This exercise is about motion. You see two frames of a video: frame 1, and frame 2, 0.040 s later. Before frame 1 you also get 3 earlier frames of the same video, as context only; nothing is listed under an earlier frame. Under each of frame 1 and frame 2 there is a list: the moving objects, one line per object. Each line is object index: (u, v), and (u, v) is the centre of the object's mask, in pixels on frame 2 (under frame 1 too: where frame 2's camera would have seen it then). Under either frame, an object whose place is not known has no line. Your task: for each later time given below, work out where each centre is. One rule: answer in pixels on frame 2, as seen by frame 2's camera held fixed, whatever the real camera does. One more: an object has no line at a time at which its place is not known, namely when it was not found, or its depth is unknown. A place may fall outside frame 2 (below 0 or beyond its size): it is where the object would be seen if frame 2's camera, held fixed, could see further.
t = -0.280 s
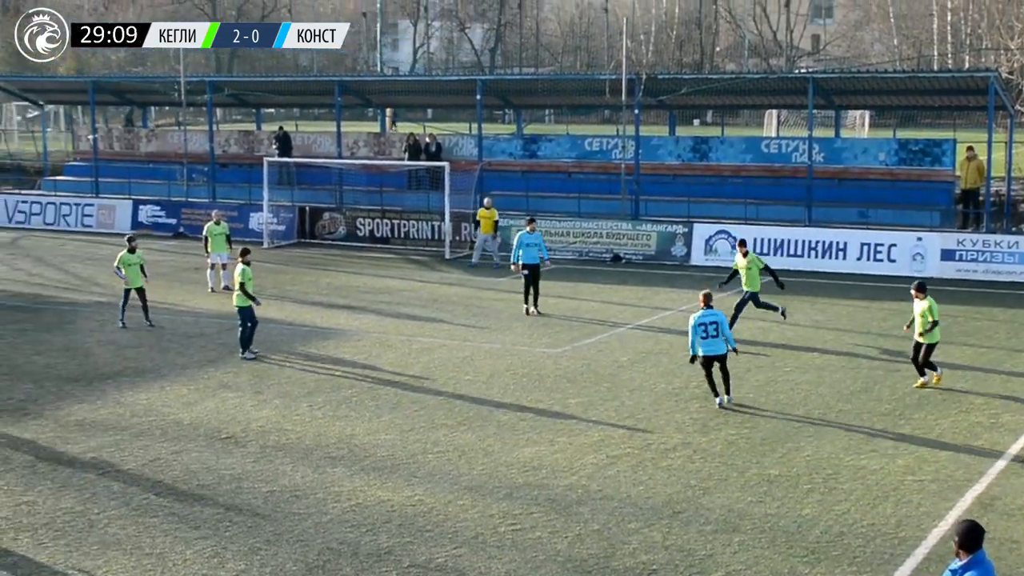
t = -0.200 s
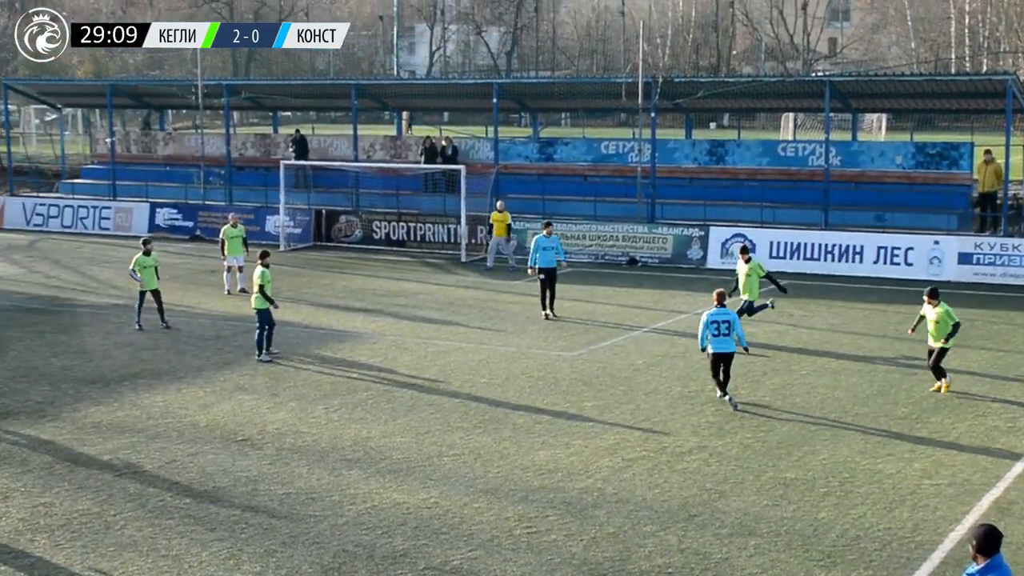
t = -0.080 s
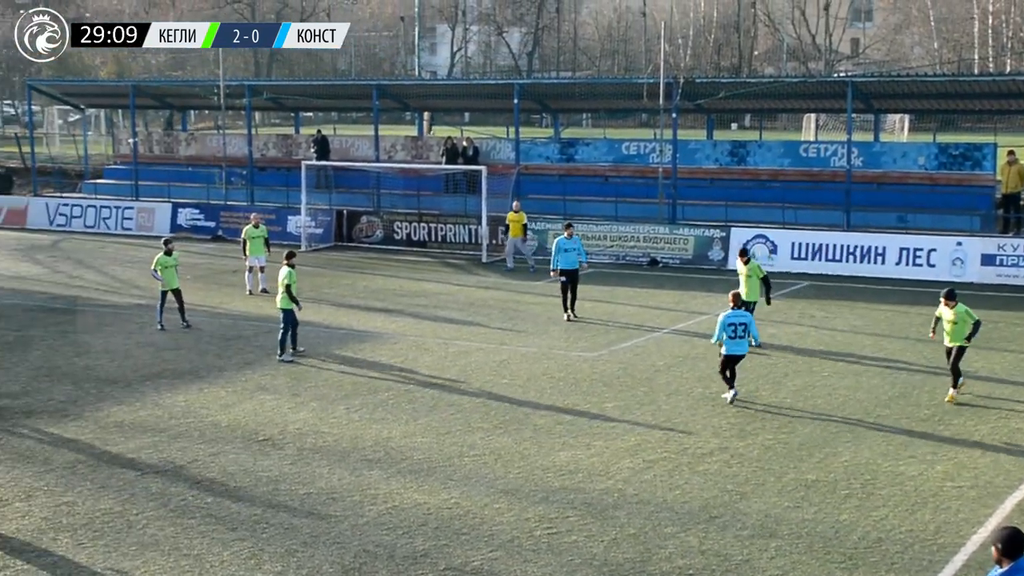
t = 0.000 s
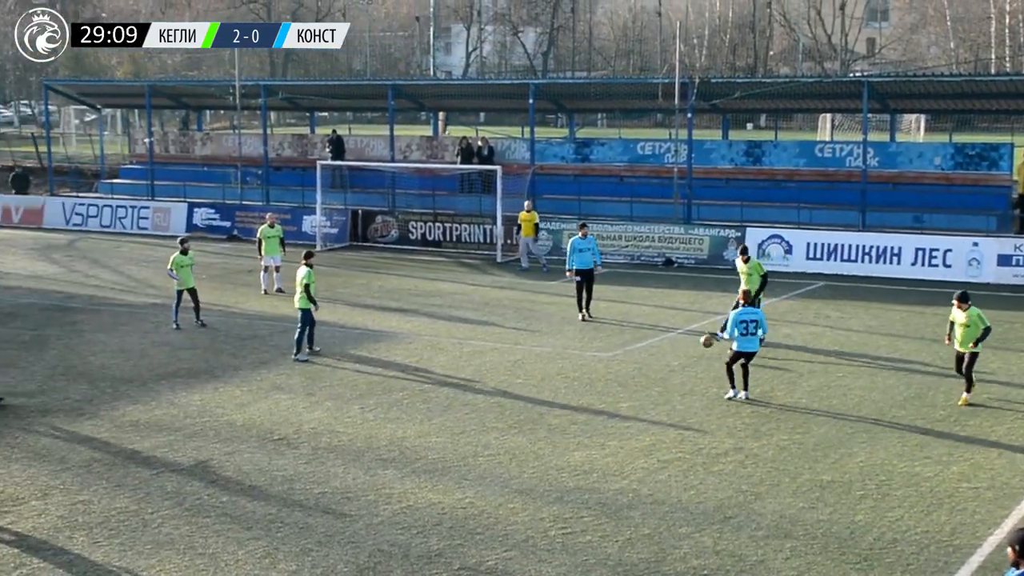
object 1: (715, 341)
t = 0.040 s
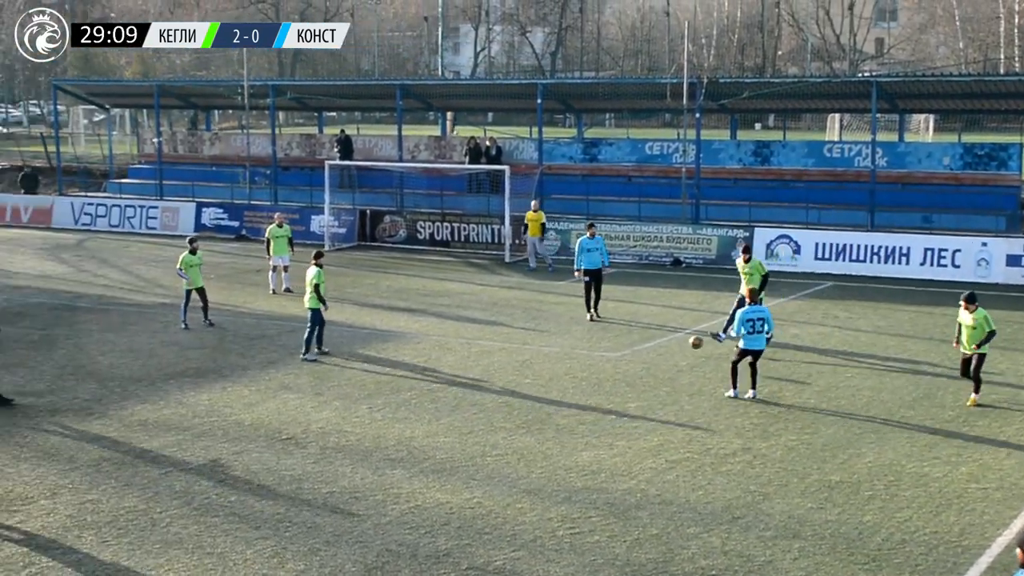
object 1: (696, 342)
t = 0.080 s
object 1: (677, 343)
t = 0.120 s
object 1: (657, 346)
